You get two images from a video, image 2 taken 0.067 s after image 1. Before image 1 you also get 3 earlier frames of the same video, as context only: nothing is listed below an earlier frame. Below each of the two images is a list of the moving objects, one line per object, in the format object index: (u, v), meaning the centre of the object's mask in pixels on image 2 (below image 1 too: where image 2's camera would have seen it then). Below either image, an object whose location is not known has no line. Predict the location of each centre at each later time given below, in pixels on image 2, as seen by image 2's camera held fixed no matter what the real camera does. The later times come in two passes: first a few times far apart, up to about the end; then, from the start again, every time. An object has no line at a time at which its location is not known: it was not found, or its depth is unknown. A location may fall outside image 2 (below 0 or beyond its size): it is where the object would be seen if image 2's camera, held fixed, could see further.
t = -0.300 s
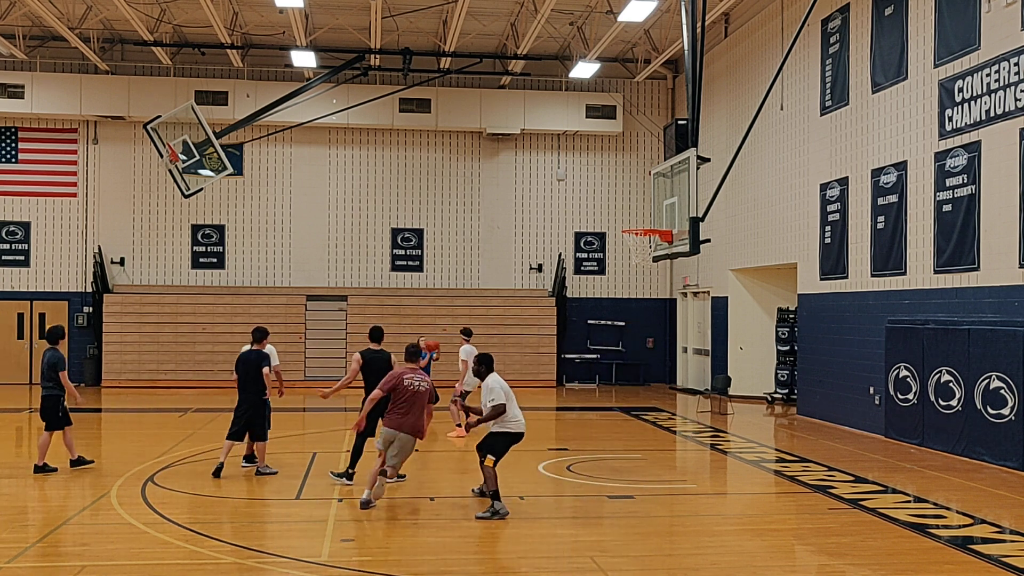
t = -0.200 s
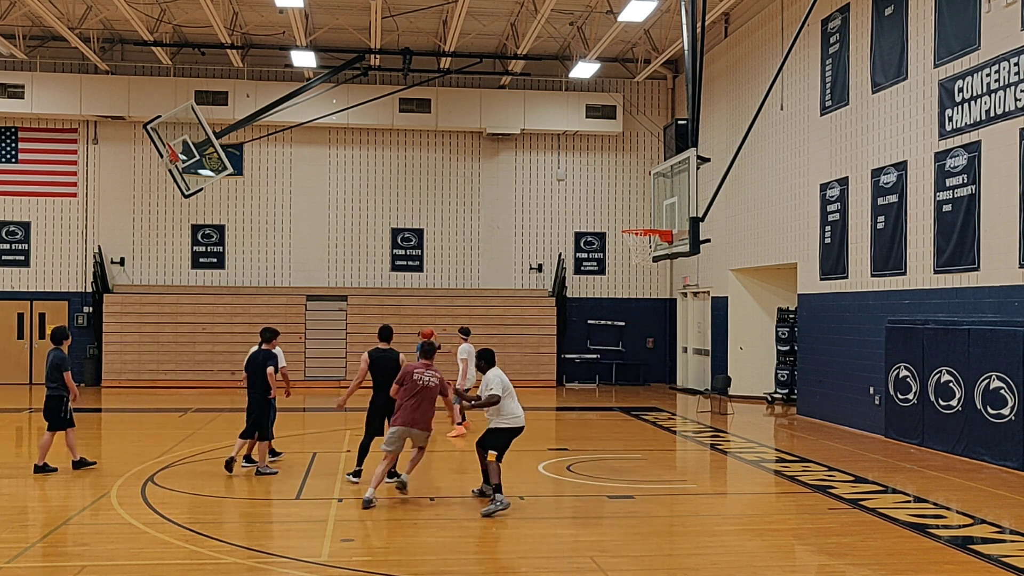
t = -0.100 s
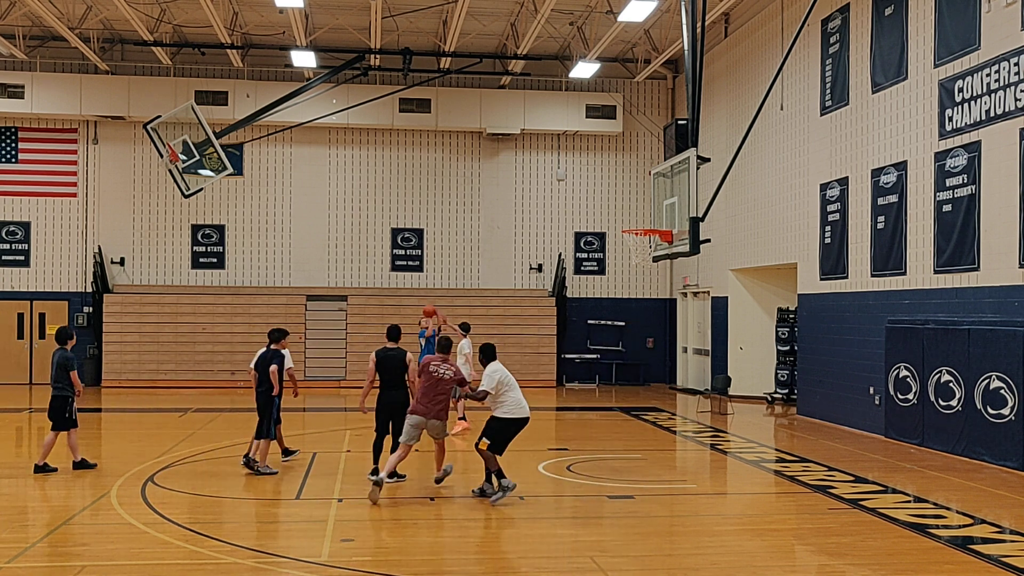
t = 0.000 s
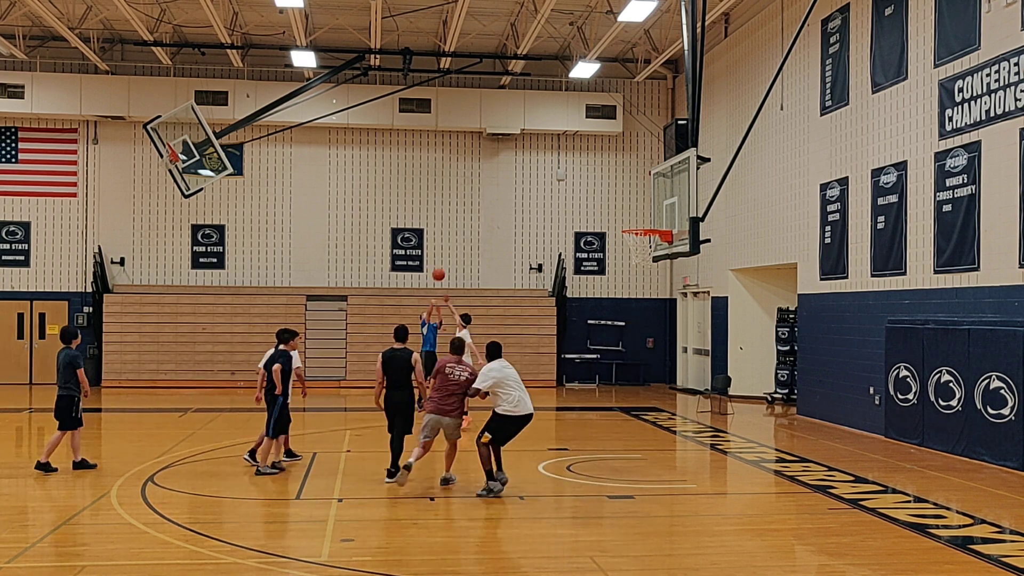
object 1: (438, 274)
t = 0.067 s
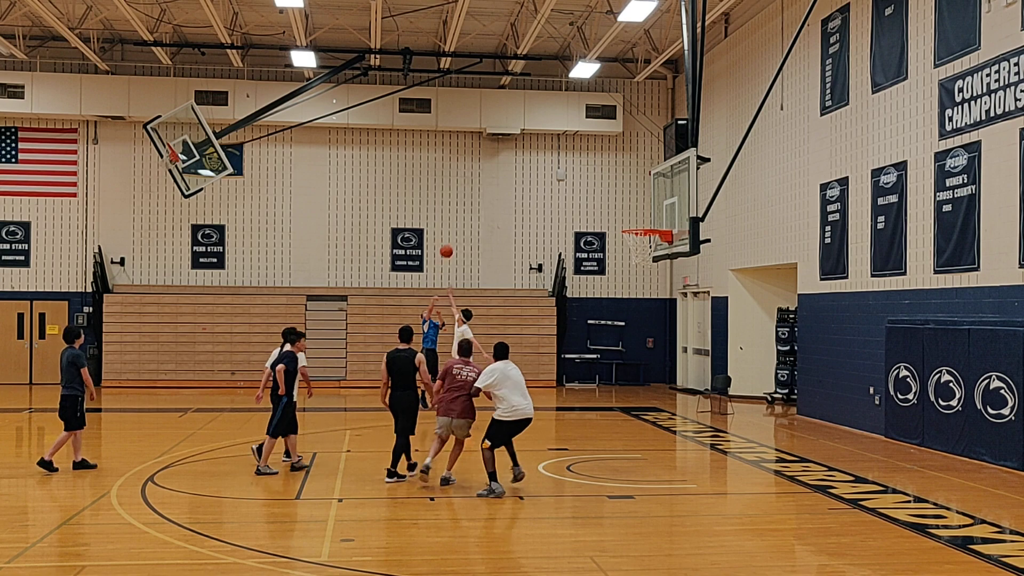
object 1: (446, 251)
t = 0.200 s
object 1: (463, 210)
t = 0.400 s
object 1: (491, 163)
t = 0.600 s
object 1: (521, 137)
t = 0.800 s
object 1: (554, 135)
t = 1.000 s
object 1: (589, 159)
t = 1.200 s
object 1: (629, 216)
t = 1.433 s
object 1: (649, 168)
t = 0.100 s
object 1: (450, 240)
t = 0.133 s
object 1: (454, 230)
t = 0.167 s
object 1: (459, 219)
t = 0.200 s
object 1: (463, 210)
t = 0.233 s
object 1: (468, 201)
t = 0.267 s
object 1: (472, 193)
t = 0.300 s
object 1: (476, 185)
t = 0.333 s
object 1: (481, 177)
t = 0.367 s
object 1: (486, 170)
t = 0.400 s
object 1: (491, 163)
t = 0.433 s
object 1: (495, 157)
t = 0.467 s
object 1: (500, 152)
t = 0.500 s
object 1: (505, 147)
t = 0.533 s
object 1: (510, 143)
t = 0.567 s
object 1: (515, 140)
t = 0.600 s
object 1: (521, 137)
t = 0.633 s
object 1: (526, 136)
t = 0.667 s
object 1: (531, 134)
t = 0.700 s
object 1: (536, 133)
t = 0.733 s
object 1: (542, 133)
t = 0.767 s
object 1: (548, 134)
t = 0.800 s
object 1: (554, 135)
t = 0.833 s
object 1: (559, 137)
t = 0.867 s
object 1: (565, 140)
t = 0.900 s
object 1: (571, 143)
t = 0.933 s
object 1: (577, 148)
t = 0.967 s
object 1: (583, 153)
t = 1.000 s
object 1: (589, 159)
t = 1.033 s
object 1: (595, 167)
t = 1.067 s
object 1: (602, 175)
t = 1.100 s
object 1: (609, 183)
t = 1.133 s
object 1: (615, 194)
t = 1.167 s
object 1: (622, 204)
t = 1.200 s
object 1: (629, 216)
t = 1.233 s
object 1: (634, 223)
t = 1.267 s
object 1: (637, 213)
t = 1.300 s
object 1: (639, 203)
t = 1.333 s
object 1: (642, 193)
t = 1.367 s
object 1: (644, 184)
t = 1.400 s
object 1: (647, 175)
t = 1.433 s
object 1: (649, 168)
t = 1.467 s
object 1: (652, 161)
